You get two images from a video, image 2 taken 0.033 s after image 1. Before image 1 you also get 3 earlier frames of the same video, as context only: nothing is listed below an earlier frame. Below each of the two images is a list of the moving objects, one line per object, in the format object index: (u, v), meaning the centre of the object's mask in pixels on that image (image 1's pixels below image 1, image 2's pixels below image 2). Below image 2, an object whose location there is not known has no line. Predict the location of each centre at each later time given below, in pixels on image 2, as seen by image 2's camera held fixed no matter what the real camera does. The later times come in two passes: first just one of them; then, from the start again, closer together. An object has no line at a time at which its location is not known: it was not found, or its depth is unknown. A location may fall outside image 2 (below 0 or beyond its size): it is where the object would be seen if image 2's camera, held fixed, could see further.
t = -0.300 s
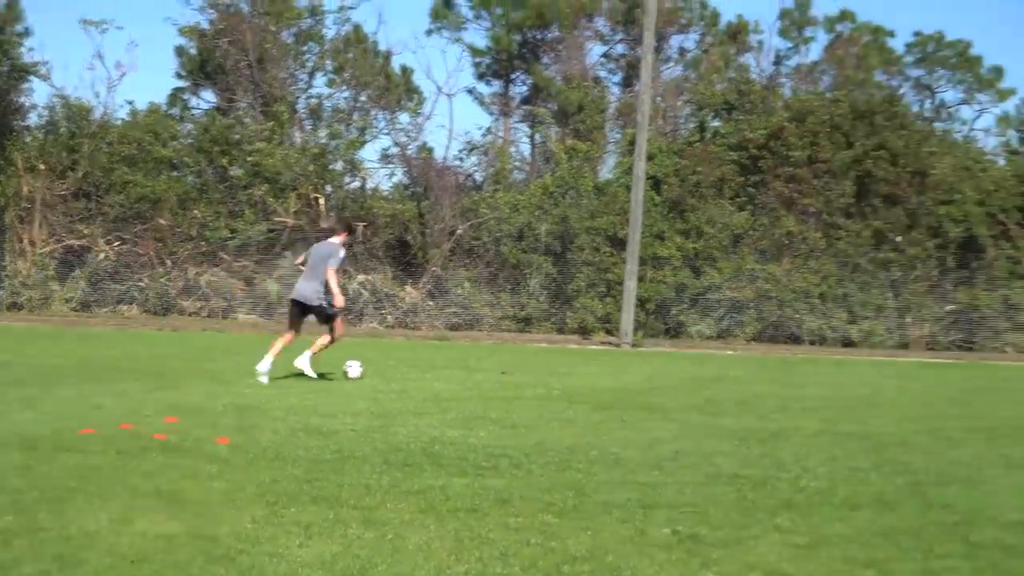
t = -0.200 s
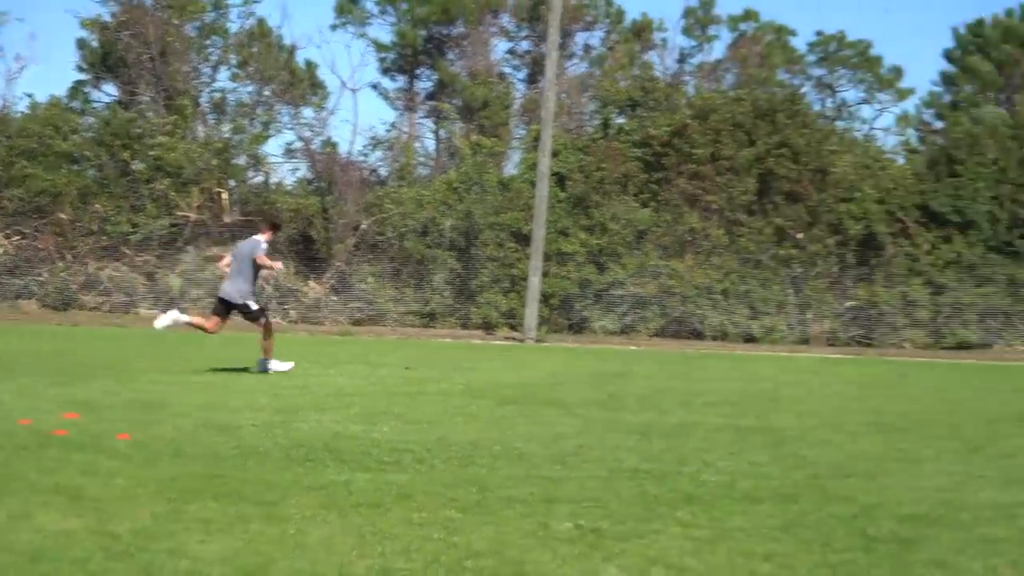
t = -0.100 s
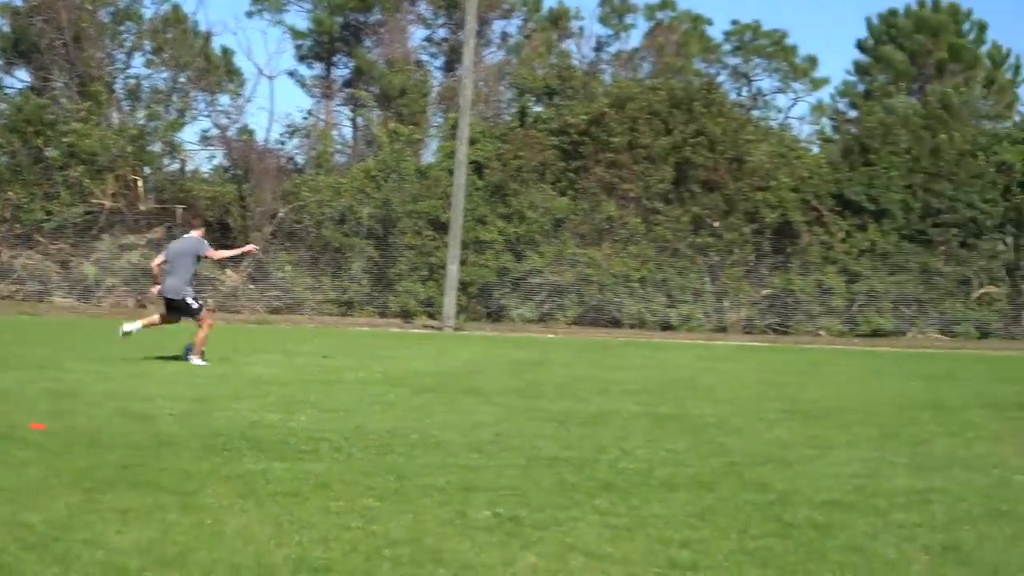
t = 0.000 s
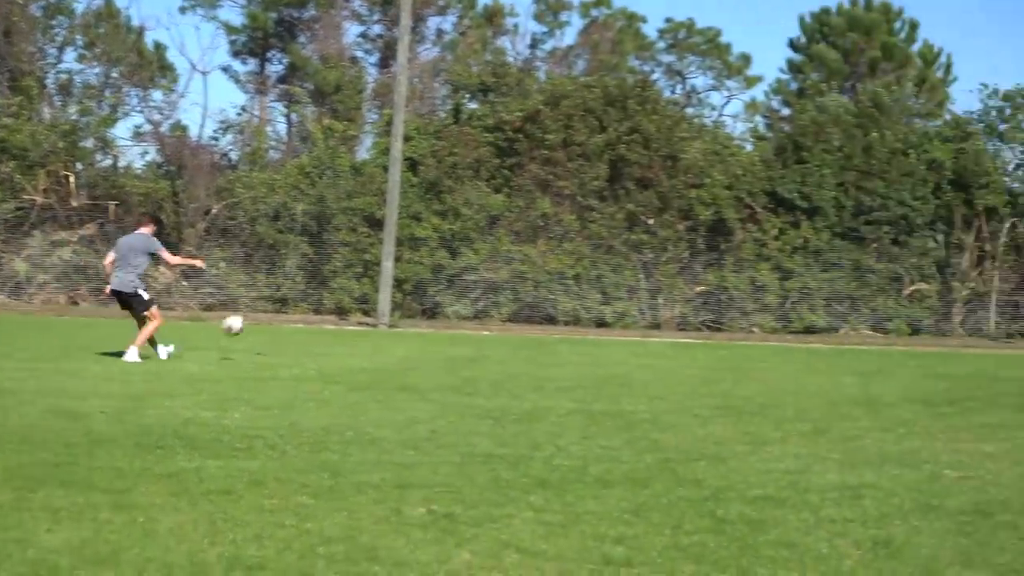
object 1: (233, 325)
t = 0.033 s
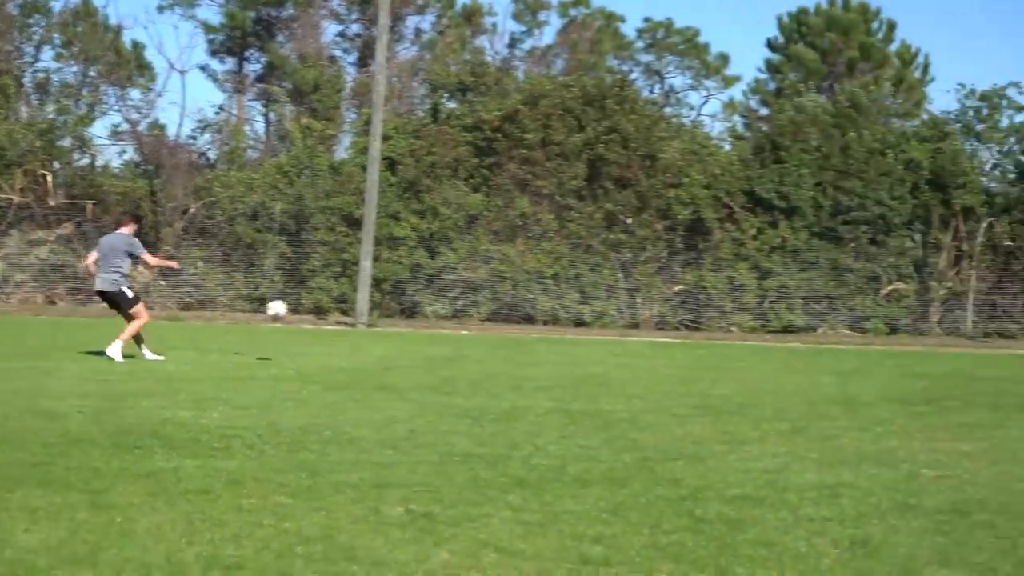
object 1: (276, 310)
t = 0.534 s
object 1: (1165, 206)
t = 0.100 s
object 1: (401, 283)
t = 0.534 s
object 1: (1165, 206)
